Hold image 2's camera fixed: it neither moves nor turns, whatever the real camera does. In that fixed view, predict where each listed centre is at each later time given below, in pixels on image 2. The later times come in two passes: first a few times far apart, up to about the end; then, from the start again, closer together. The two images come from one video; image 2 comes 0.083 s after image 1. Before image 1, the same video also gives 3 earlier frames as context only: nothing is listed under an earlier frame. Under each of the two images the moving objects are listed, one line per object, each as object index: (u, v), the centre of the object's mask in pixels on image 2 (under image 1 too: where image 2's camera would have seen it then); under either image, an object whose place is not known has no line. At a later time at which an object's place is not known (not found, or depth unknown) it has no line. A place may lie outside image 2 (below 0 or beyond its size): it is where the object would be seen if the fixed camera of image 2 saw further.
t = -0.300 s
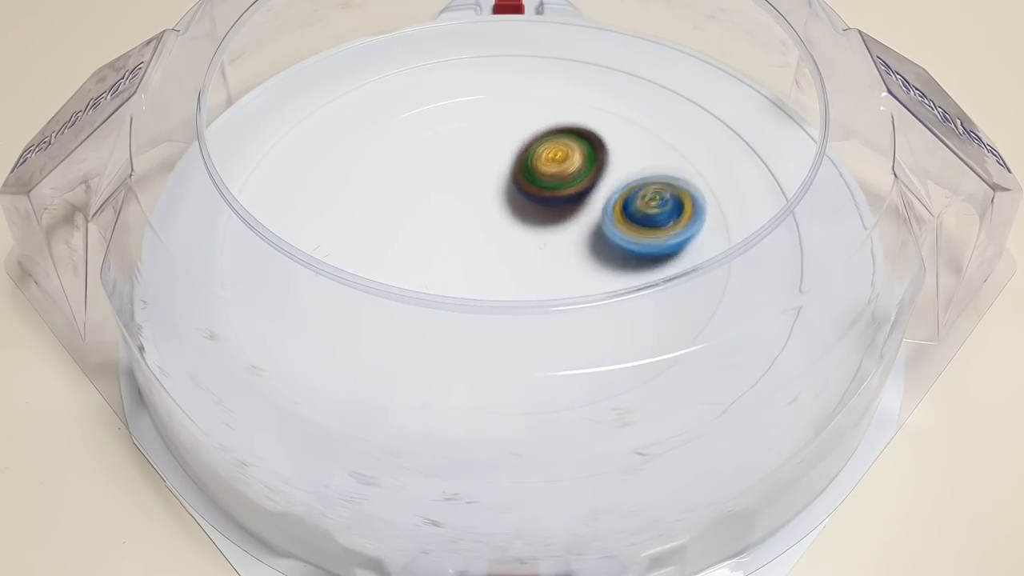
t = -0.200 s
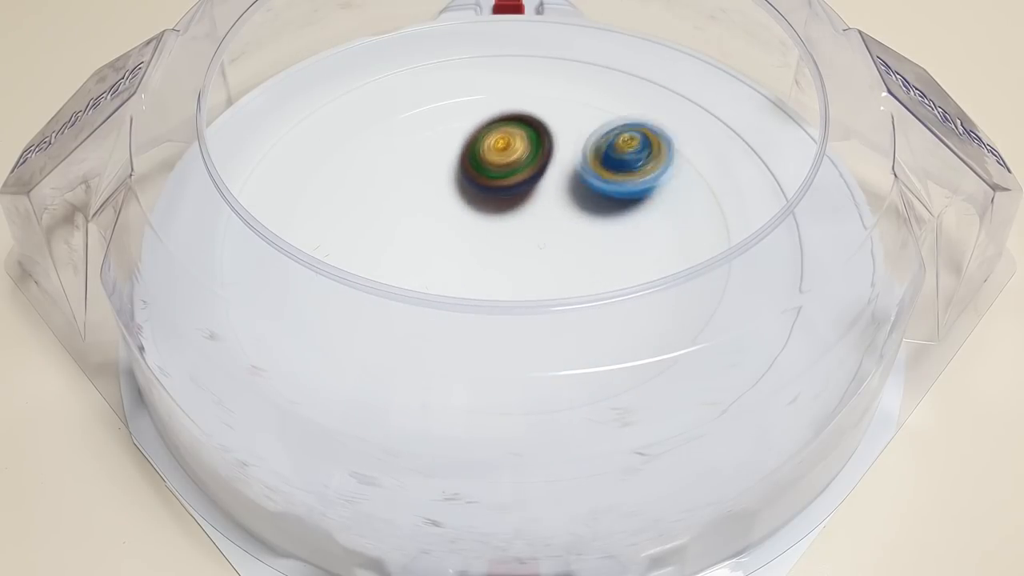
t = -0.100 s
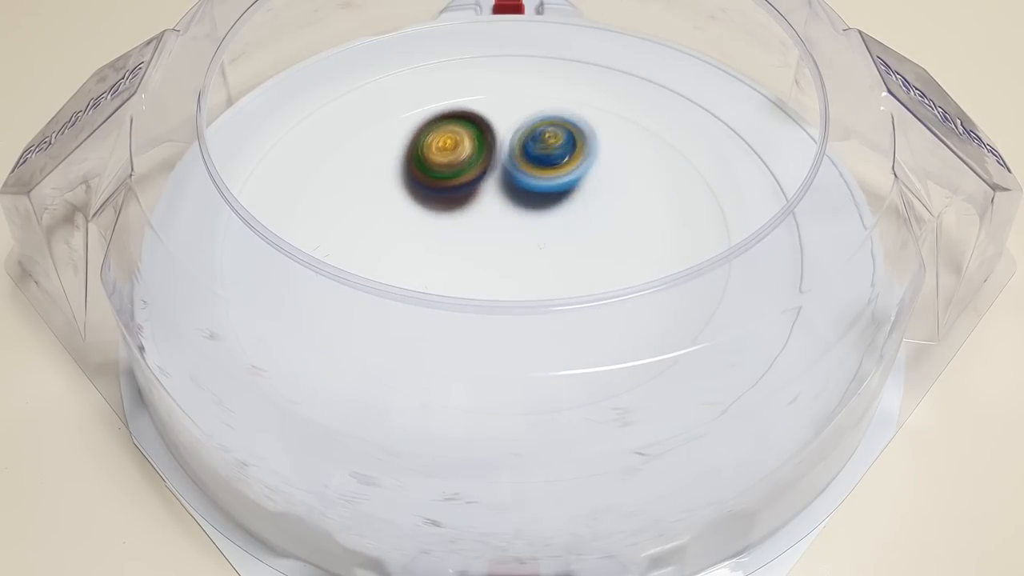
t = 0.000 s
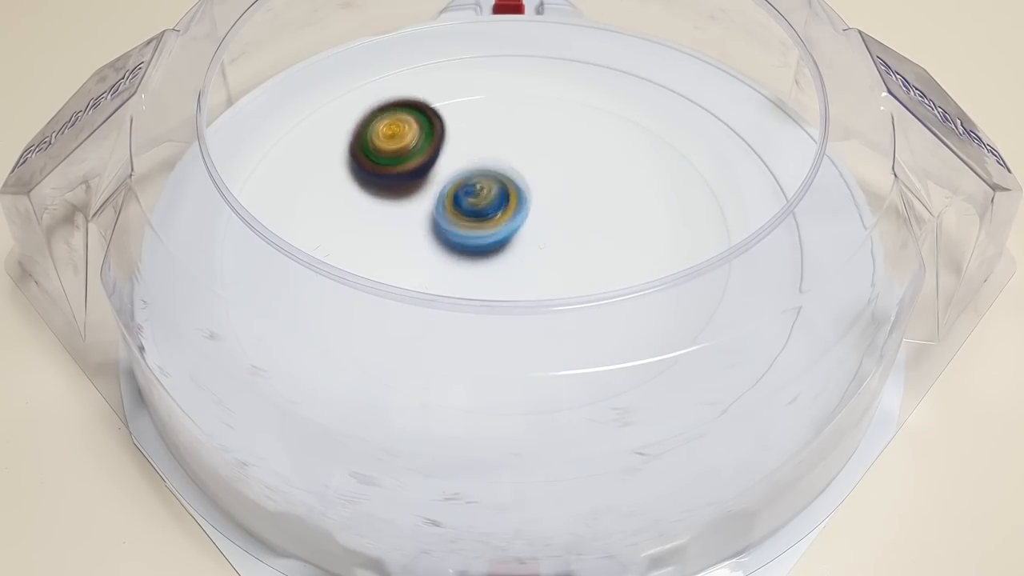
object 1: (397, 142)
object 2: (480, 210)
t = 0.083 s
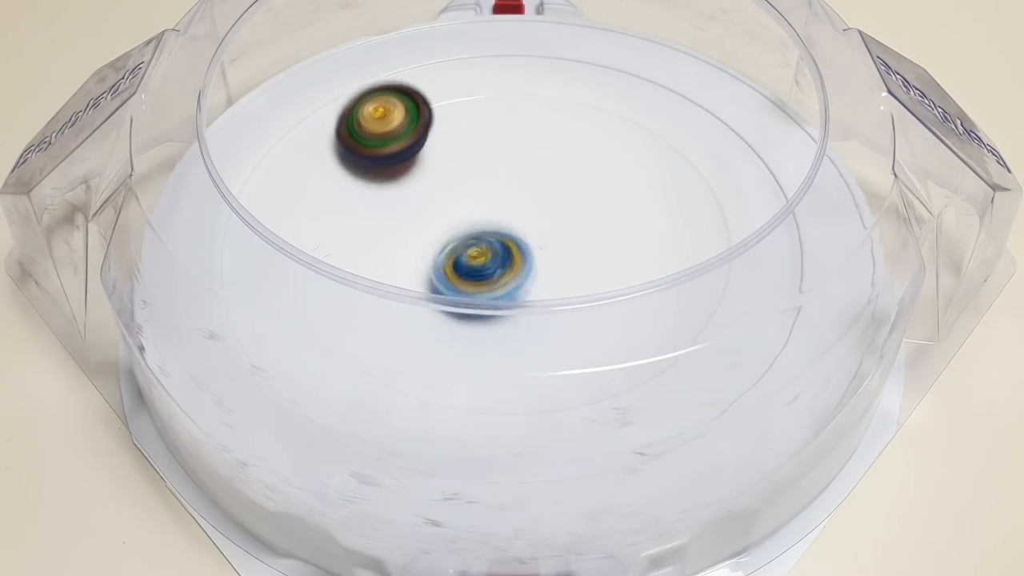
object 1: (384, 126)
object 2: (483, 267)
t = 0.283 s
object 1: (455, 83)
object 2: (666, 290)
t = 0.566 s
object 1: (509, 72)
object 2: (546, 221)
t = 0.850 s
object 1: (402, 76)
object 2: (656, 353)
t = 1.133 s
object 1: (384, 56)
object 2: (624, 433)
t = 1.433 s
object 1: (442, 44)
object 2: (510, 449)
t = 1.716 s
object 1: (455, 44)
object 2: (374, 421)
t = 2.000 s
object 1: (464, 53)
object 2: (281, 359)
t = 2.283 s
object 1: (480, 80)
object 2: (245, 293)
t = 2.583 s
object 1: (538, 176)
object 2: (257, 211)
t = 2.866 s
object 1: (539, 230)
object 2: (290, 143)
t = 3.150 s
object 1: (521, 240)
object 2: (333, 90)
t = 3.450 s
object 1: (511, 238)
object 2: (391, 60)
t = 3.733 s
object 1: (513, 235)
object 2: (462, 45)
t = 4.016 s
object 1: (517, 232)
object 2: (522, 41)
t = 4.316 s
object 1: (518, 229)
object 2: (588, 50)
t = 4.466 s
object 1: (517, 228)
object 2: (616, 60)
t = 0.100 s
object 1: (385, 122)
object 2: (493, 272)
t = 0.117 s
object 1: (387, 118)
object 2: (502, 289)
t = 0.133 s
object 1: (391, 114)
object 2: (513, 297)
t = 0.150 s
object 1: (395, 110)
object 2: (528, 301)
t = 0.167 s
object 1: (401, 106)
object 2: (548, 314)
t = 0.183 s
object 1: (409, 102)
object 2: (563, 312)
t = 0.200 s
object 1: (416, 97)
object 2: (581, 314)
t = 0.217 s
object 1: (423, 95)
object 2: (600, 313)
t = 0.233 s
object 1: (431, 91)
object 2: (618, 310)
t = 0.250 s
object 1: (440, 87)
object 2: (634, 306)
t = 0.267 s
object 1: (447, 85)
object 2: (652, 299)
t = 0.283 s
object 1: (455, 83)
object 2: (666, 290)
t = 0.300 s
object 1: (463, 82)
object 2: (675, 272)
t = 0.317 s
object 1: (469, 82)
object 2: (685, 267)
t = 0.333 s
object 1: (476, 82)
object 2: (689, 254)
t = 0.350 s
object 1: (483, 82)
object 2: (686, 238)
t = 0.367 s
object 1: (489, 83)
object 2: (689, 230)
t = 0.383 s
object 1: (495, 85)
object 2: (685, 220)
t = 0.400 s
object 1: (501, 86)
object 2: (677, 211)
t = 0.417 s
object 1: (507, 88)
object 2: (668, 203)
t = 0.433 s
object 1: (512, 91)
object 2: (654, 193)
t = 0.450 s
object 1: (518, 94)
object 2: (640, 189)
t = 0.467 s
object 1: (523, 96)
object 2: (627, 184)
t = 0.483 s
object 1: (527, 100)
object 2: (608, 181)
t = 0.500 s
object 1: (532, 103)
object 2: (591, 180)
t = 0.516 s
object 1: (535, 107)
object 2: (576, 179)
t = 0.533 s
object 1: (531, 100)
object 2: (564, 191)
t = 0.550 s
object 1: (520, 84)
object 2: (553, 205)
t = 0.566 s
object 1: (509, 72)
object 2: (546, 221)
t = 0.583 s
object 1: (500, 58)
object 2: (539, 235)
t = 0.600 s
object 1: (491, 49)
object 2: (533, 249)
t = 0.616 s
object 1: (482, 42)
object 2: (530, 261)
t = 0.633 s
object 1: (472, 40)
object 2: (530, 268)
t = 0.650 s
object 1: (465, 40)
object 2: (530, 282)
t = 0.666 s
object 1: (460, 43)
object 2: (534, 291)
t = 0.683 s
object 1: (457, 48)
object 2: (539, 300)
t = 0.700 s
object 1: (452, 57)
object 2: (545, 308)
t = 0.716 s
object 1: (447, 60)
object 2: (553, 316)
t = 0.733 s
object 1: (443, 64)
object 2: (563, 325)
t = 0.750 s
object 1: (437, 68)
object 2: (573, 332)
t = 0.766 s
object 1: (431, 71)
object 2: (584, 347)
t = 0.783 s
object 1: (426, 73)
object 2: (600, 348)
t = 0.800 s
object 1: (420, 75)
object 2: (613, 349)
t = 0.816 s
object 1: (414, 76)
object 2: (628, 353)
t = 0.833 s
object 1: (408, 76)
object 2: (642, 353)
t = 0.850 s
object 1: (402, 76)
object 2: (656, 353)
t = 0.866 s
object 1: (395, 76)
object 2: (669, 354)
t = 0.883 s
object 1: (389, 76)
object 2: (676, 357)
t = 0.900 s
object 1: (384, 75)
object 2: (680, 360)
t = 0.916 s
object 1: (379, 72)
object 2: (682, 365)
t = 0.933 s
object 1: (374, 70)
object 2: (681, 370)
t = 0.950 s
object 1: (371, 67)
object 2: (677, 378)
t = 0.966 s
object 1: (368, 64)
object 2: (672, 387)
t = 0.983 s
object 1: (367, 61)
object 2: (667, 399)
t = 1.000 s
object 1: (367, 60)
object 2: (660, 412)
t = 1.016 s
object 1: (368, 61)
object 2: (654, 423)
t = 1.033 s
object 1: (369, 61)
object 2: (649, 428)
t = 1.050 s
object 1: (372, 61)
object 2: (646, 426)
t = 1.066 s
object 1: (374, 61)
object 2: (641, 424)
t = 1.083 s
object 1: (376, 60)
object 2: (637, 425)
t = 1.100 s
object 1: (379, 60)
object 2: (633, 426)
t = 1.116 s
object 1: (381, 58)
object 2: (627, 430)
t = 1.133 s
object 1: (384, 56)
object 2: (624, 433)
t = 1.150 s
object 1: (386, 55)
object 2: (623, 431)
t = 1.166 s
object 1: (389, 53)
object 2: (624, 430)
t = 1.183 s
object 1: (393, 52)
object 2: (625, 427)
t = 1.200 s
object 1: (398, 51)
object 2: (624, 427)
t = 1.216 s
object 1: (403, 50)
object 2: (621, 427)
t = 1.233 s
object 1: (408, 49)
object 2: (614, 429)
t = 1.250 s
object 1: (413, 48)
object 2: (607, 431)
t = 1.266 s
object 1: (417, 47)
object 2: (597, 434)
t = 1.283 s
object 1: (421, 46)
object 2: (586, 439)
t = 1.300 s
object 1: (424, 45)
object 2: (575, 442)
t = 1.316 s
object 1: (428, 45)
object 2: (567, 444)
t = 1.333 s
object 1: (430, 44)
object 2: (564, 443)
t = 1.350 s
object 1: (433, 44)
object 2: (559, 443)
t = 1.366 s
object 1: (435, 44)
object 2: (554, 442)
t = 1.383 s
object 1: (437, 44)
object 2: (544, 444)
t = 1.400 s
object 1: (438, 44)
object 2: (533, 445)
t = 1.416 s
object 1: (440, 44)
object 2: (520, 446)
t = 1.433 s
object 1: (442, 44)
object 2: (510, 449)
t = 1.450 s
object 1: (443, 44)
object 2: (505, 447)
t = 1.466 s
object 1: (445, 44)
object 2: (501, 446)
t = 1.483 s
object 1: (447, 44)
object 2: (495, 446)
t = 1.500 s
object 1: (449, 43)
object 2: (488, 444)
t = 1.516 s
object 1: (450, 43)
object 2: (480, 442)
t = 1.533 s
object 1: (452, 43)
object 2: (468, 440)
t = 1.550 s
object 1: (453, 43)
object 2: (457, 440)
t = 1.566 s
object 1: (454, 42)
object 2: (446, 439)
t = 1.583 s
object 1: (455, 42)
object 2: (435, 438)
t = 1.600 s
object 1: (455, 42)
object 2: (425, 436)
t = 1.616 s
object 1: (455, 42)
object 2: (418, 436)
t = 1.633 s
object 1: (455, 42)
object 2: (414, 434)
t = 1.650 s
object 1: (455, 42)
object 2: (408, 431)
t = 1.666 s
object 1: (455, 42)
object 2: (401, 429)
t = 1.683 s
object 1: (455, 43)
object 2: (392, 427)
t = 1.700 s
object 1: (455, 43)
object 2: (384, 424)
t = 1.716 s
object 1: (455, 44)
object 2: (374, 421)
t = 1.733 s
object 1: (456, 44)
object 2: (367, 418)
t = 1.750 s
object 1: (457, 44)
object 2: (359, 416)
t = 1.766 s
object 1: (458, 44)
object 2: (355, 414)
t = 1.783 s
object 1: (459, 44)
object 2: (352, 408)
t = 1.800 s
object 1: (459, 46)
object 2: (347, 404)
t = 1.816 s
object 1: (459, 45)
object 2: (340, 400)
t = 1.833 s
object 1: (459, 45)
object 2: (333, 397)
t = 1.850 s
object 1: (459, 46)
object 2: (326, 392)
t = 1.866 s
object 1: (459, 47)
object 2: (319, 389)
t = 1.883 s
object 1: (459, 48)
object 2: (313, 385)
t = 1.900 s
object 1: (460, 49)
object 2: (307, 381)
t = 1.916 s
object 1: (460, 50)
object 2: (302, 376)
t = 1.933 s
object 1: (461, 51)
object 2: (297, 373)
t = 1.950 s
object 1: (462, 52)
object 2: (292, 368)
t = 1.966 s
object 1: (463, 52)
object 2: (287, 366)
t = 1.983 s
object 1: (464, 53)
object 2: (284, 362)
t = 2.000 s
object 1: (464, 53)
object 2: (281, 359)
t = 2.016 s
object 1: (464, 54)
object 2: (278, 356)
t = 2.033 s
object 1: (464, 55)
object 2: (275, 352)
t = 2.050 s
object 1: (464, 56)
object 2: (272, 348)
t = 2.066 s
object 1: (464, 56)
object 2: (269, 344)
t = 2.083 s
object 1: (465, 57)
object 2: (266, 339)
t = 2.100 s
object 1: (465, 59)
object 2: (263, 337)
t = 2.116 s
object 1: (466, 60)
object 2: (261, 333)
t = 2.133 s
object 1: (466, 61)
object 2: (258, 328)
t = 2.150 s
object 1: (466, 62)
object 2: (256, 325)
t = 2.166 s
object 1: (467, 62)
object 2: (254, 322)
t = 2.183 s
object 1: (467, 64)
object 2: (251, 317)
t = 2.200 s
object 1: (468, 66)
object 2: (249, 313)
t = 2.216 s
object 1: (469, 67)
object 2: (248, 309)
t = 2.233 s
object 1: (470, 68)
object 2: (246, 305)
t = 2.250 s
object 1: (473, 71)
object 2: (246, 300)
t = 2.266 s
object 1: (476, 74)
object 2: (245, 296)
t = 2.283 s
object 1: (480, 80)
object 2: (245, 293)
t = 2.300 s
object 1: (484, 85)
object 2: (244, 289)
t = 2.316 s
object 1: (488, 90)
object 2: (243, 285)
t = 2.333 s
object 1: (492, 95)
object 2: (241, 281)
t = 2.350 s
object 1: (496, 100)
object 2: (241, 277)
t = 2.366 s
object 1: (501, 106)
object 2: (240, 273)
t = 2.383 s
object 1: (505, 111)
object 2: (238, 271)
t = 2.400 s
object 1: (508, 117)
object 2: (240, 265)
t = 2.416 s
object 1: (512, 122)
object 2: (239, 262)
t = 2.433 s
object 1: (515, 128)
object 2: (238, 259)
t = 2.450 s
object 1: (518, 134)
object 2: (245, 248)
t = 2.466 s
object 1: (521, 139)
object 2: (246, 244)
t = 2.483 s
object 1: (523, 145)
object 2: (247, 239)
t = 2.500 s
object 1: (526, 150)
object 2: (248, 234)
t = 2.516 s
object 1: (528, 155)
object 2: (250, 229)
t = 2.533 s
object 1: (531, 160)
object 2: (249, 227)
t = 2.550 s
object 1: (533, 165)
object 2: (254, 218)
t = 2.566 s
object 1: (535, 170)
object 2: (256, 215)
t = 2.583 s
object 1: (538, 176)
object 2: (257, 211)
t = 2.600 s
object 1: (540, 182)
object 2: (260, 206)
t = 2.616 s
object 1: (542, 187)
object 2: (261, 202)
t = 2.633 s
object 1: (544, 192)
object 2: (263, 198)
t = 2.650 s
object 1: (545, 196)
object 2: (272, 189)
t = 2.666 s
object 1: (546, 201)
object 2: (273, 186)
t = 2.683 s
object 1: (546, 204)
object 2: (273, 183)
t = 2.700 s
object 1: (546, 208)
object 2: (273, 180)
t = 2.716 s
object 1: (547, 211)
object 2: (273, 176)
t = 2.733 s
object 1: (546, 213)
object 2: (274, 174)
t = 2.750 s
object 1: (546, 217)
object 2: (274, 172)
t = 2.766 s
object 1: (545, 219)
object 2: (276, 167)
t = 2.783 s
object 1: (544, 221)
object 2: (278, 162)
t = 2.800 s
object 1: (543, 223)
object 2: (281, 159)
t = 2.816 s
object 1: (542, 225)
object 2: (283, 155)
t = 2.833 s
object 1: (541, 227)
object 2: (285, 152)
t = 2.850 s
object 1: (540, 229)
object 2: (287, 148)
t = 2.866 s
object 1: (539, 230)
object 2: (290, 143)
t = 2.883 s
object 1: (538, 231)
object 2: (292, 140)
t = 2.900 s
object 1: (536, 232)
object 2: (295, 137)
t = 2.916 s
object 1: (536, 233)
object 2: (298, 133)
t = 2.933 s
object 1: (534, 234)
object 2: (299, 130)
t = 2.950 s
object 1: (533, 236)
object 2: (302, 127)
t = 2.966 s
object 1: (532, 236)
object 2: (303, 123)
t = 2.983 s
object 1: (531, 237)
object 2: (307, 119)
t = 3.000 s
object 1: (530, 238)
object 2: (309, 116)
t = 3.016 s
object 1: (528, 238)
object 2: (312, 112)
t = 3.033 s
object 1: (528, 239)
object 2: (314, 111)
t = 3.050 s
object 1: (526, 239)
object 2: (317, 108)
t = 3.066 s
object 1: (525, 240)
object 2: (320, 105)
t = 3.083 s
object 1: (525, 240)
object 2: (323, 100)
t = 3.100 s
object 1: (523, 240)
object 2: (326, 98)
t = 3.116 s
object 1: (523, 240)
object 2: (328, 95)
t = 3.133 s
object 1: (522, 240)
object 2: (332, 92)
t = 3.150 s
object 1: (521, 240)
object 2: (333, 90)
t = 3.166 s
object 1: (520, 240)
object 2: (336, 88)
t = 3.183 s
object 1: (519, 240)
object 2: (338, 85)
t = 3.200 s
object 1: (518, 239)
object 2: (342, 80)
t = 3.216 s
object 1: (517, 239)
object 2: (345, 79)
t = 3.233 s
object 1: (517, 239)
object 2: (348, 77)
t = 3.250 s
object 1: (516, 239)
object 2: (350, 77)
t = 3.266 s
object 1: (515, 239)
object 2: (352, 76)
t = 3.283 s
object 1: (515, 238)
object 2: (355, 74)
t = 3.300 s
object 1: (514, 238)
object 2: (358, 73)
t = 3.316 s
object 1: (514, 238)
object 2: (361, 71)
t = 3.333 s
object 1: (513, 238)
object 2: (365, 70)
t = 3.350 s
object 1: (512, 238)
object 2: (368, 69)
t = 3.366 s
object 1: (512, 238)
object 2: (372, 68)
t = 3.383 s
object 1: (512, 238)
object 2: (375, 66)
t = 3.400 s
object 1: (512, 238)
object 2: (379, 64)
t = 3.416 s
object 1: (511, 238)
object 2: (383, 62)
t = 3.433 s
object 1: (511, 238)
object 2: (387, 61)
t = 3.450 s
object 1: (511, 238)
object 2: (391, 60)
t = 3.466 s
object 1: (511, 238)
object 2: (395, 59)
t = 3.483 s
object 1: (511, 237)
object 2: (398, 58)
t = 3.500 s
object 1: (511, 237)
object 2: (403, 56)
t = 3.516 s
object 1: (511, 237)
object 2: (406, 55)
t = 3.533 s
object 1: (511, 237)
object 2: (410, 53)
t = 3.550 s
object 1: (512, 237)
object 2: (414, 53)
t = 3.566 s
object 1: (512, 237)
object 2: (418, 52)
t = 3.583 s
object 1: (512, 237)
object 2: (423, 51)
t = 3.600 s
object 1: (512, 236)
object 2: (426, 51)
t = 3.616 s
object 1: (512, 236)
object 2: (432, 50)
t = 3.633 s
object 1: (512, 236)
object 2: (436, 49)
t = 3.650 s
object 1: (512, 236)
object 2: (441, 48)
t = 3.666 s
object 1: (513, 235)
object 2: (446, 47)
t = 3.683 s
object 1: (513, 235)
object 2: (451, 46)
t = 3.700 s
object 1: (513, 235)
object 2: (455, 45)
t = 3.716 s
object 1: (514, 235)
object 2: (458, 45)
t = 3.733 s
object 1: (513, 235)
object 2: (462, 45)
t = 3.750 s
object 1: (514, 234)
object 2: (466, 44)
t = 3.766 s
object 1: (514, 234)
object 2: (469, 43)
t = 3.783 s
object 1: (514, 234)
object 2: (472, 43)
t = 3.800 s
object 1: (515, 234)
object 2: (475, 43)
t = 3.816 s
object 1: (515, 234)
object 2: (480, 43)
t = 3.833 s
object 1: (516, 234)
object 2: (484, 43)
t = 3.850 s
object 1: (515, 234)
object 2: (488, 42)
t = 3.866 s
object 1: (516, 233)
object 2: (492, 42)
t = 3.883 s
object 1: (516, 233)
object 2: (496, 41)
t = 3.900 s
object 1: (516, 233)
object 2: (500, 41)
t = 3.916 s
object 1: (516, 233)
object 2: (504, 41)
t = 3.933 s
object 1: (516, 232)
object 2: (508, 42)
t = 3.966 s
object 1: (517, 232)
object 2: (513, 42)
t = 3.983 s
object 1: (517, 232)
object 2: (516, 41)
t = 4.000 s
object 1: (517, 232)
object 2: (519, 41)
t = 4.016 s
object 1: (517, 232)
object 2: (522, 41)
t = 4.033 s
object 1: (517, 231)
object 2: (527, 41)
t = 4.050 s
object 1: (517, 231)
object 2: (531, 42)
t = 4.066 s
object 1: (517, 231)
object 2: (535, 42)
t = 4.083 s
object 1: (518, 231)
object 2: (540, 42)
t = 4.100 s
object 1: (517, 231)
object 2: (543, 42)
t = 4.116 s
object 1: (518, 230)
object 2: (547, 43)
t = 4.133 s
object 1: (518, 231)
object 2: (550, 43)
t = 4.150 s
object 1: (518, 230)
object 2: (555, 43)
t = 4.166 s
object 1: (518, 230)
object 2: (559, 44)
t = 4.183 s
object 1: (517, 230)
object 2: (562, 44)
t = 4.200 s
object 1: (518, 230)
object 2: (565, 45)
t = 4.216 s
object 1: (518, 230)
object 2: (569, 46)
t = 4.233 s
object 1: (518, 229)
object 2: (573, 46)
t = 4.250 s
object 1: (518, 229)
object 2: (576, 46)
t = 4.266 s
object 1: (518, 229)
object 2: (579, 46)
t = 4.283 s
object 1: (518, 229)
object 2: (582, 48)
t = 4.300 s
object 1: (518, 229)
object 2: (584, 49)
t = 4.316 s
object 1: (518, 229)
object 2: (588, 50)
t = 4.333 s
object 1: (517, 229)
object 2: (592, 51)
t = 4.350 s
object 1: (518, 228)
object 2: (595, 51)
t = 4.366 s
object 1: (517, 229)
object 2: (598, 52)
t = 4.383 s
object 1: (517, 228)
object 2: (601, 53)
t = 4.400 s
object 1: (517, 228)
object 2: (604, 53)
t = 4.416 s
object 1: (517, 228)
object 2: (608, 55)
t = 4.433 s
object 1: (517, 228)
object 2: (610, 57)
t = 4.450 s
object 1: (517, 228)
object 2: (613, 58)
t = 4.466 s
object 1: (517, 228)
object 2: (616, 60)
